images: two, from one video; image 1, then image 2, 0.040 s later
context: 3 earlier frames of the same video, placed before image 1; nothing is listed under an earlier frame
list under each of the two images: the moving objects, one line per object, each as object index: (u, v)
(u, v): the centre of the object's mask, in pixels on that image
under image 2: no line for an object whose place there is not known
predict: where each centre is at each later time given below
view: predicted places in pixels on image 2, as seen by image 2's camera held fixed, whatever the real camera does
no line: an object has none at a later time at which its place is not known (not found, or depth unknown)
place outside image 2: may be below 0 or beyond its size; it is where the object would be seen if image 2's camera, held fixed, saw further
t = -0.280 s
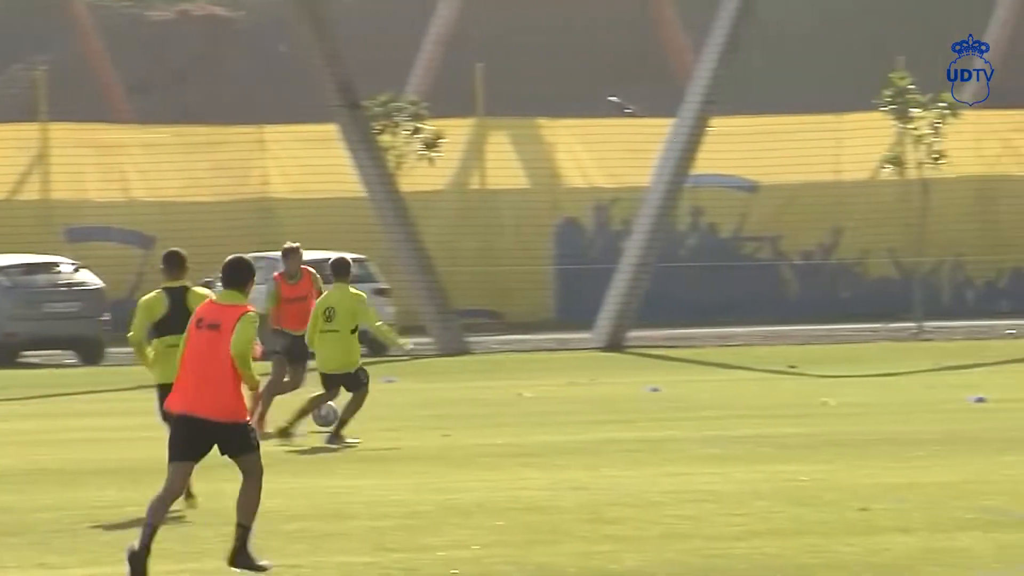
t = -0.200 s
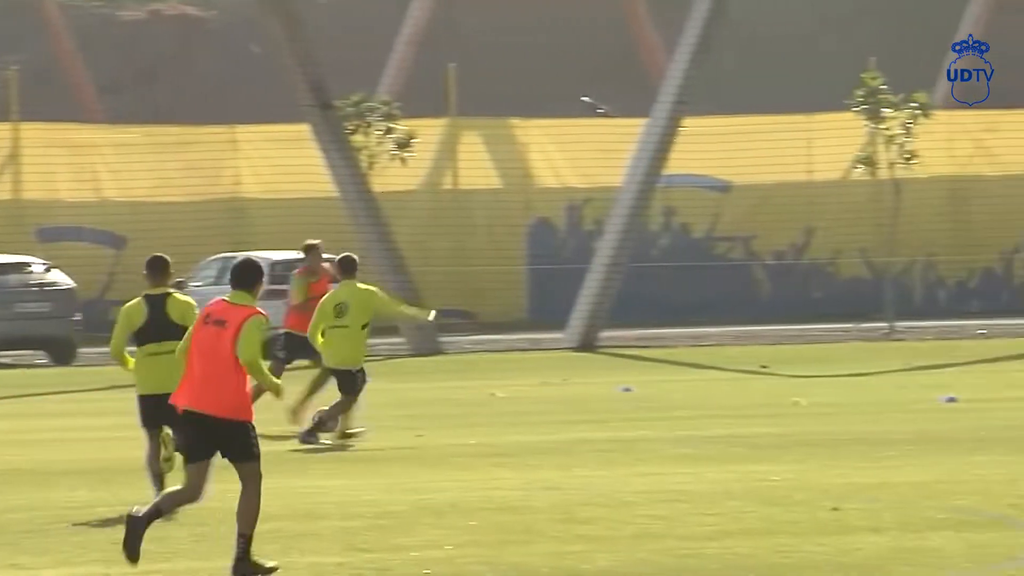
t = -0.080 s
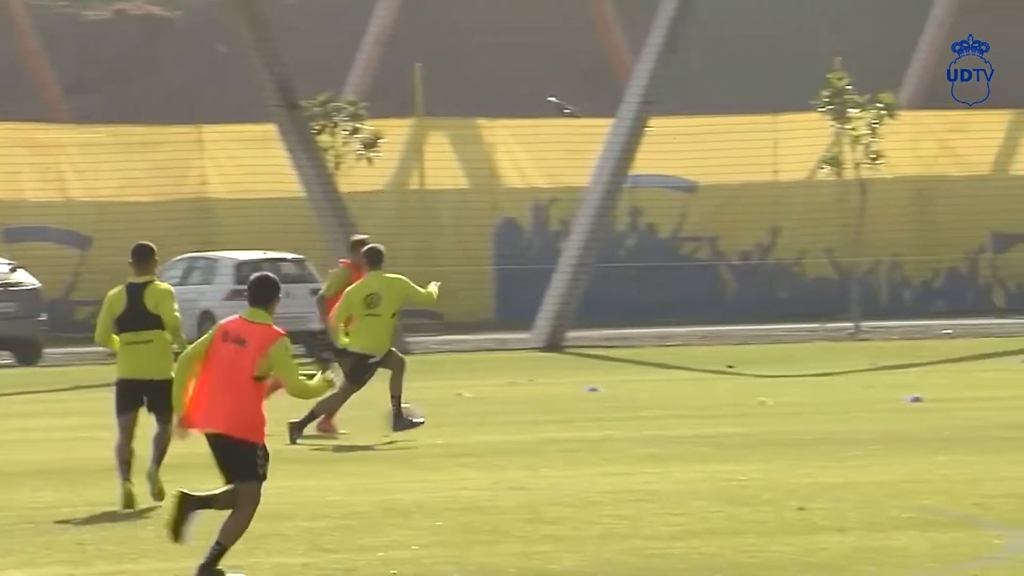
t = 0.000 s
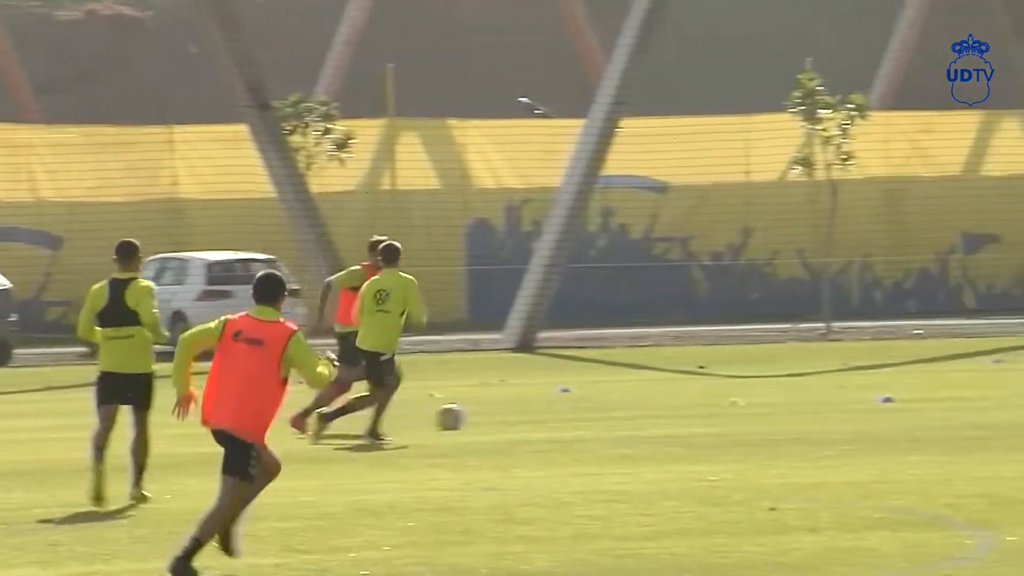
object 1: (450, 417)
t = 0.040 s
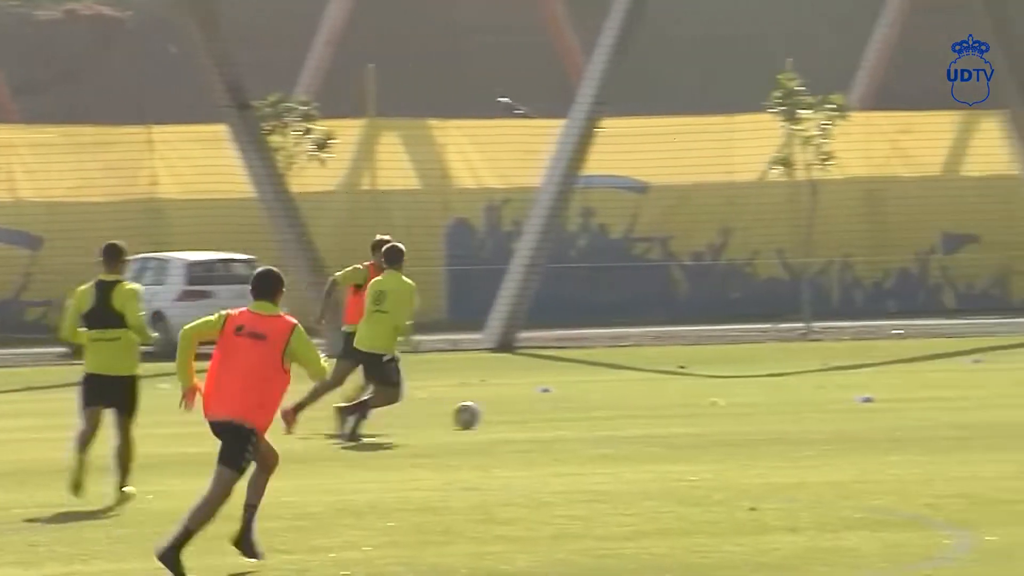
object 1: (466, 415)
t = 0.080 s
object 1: (503, 413)
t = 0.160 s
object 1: (574, 414)
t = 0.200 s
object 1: (606, 412)
